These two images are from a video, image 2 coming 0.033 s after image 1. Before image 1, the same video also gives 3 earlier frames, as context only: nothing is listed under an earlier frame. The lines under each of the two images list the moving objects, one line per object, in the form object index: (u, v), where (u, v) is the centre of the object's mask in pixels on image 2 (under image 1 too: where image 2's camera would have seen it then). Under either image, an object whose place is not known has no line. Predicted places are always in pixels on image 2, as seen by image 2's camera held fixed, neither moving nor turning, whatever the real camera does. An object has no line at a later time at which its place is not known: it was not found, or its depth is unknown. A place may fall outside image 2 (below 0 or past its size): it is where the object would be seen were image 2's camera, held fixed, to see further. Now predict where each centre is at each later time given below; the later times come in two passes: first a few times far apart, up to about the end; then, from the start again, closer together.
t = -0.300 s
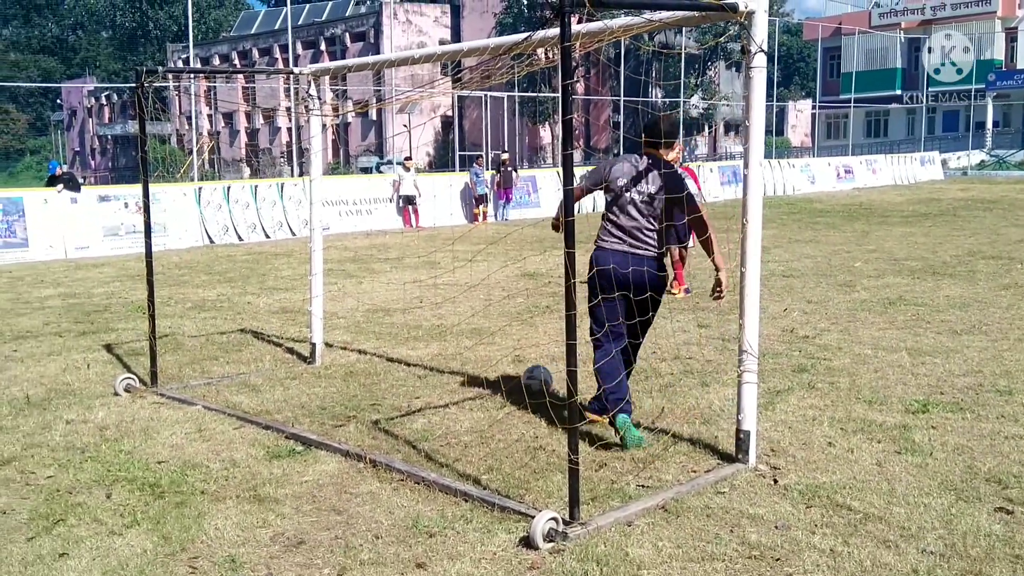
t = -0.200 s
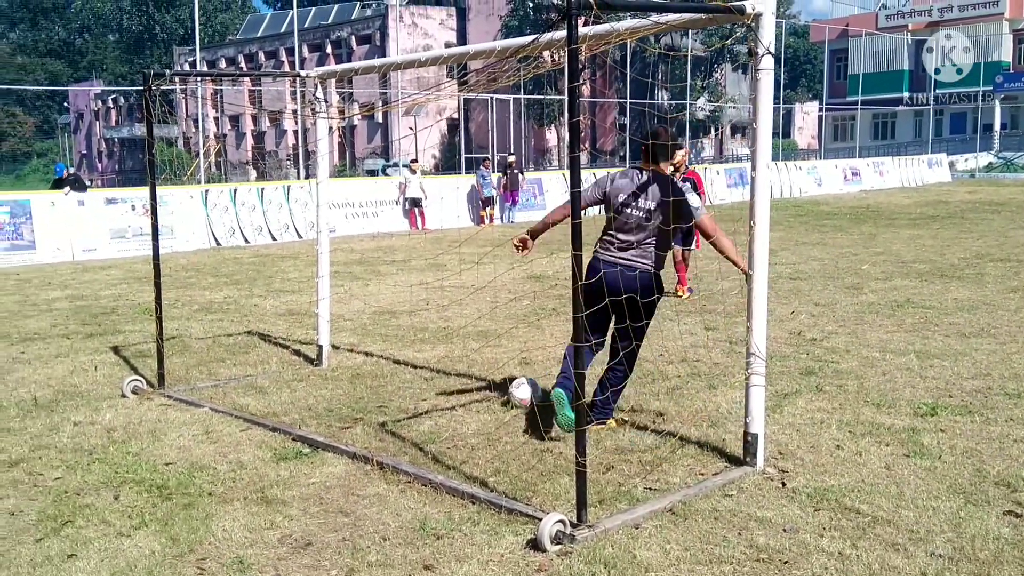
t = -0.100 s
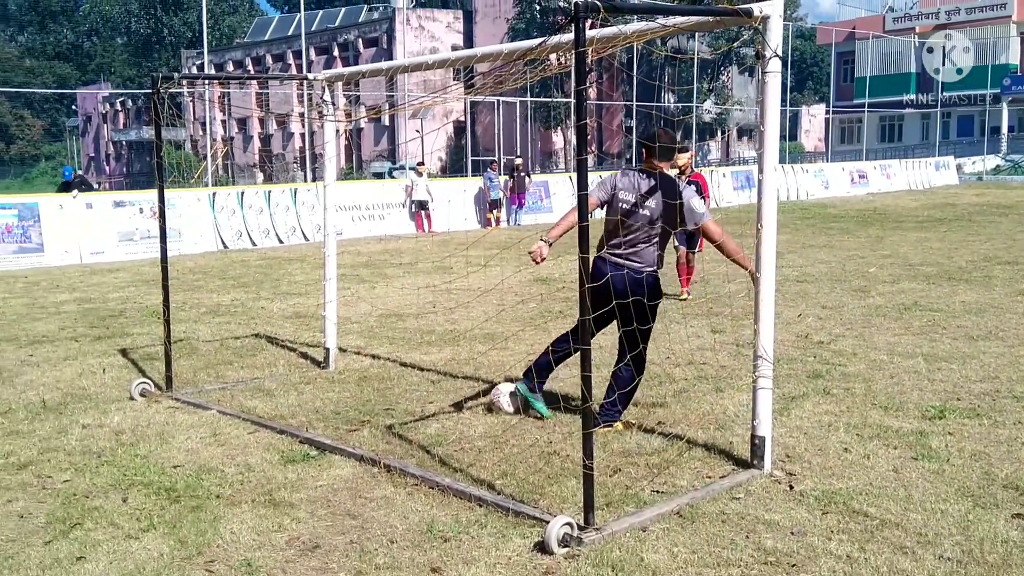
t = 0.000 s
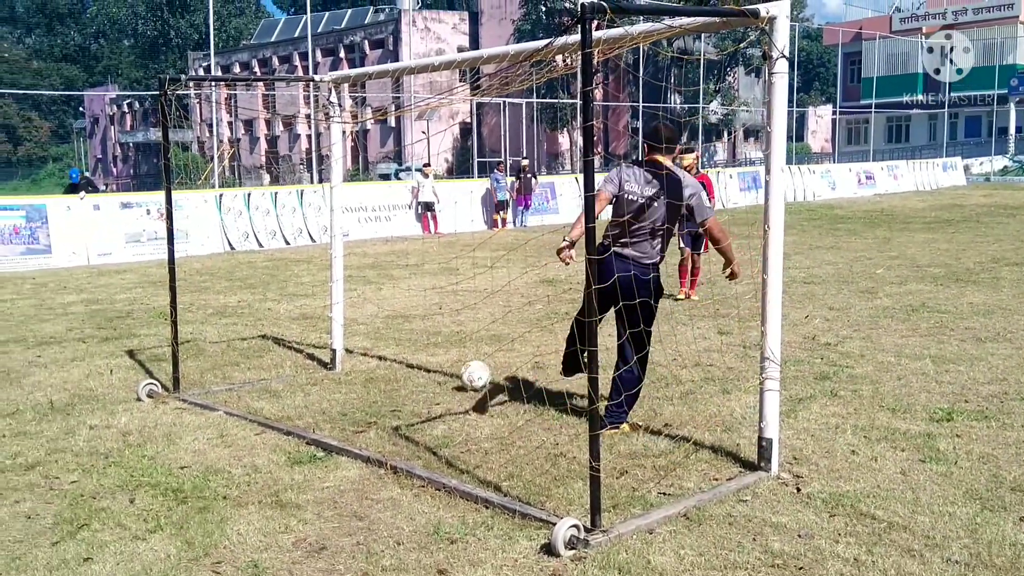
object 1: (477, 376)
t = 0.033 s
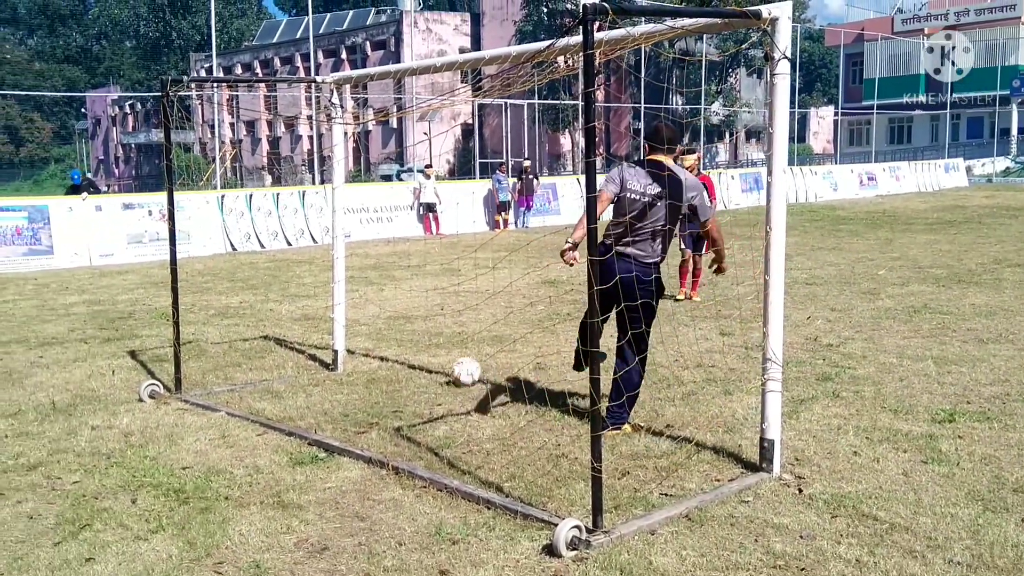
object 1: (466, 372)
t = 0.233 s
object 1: (414, 346)
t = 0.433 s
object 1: (382, 328)
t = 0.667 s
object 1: (353, 315)
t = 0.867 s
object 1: (327, 309)
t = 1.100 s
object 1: (309, 299)
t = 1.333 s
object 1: (295, 291)
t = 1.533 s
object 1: (284, 286)
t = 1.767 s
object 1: (274, 281)
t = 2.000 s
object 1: (265, 277)
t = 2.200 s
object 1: (260, 274)
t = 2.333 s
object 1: (257, 272)
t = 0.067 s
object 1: (455, 368)
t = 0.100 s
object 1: (446, 362)
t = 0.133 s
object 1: (437, 357)
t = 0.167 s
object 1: (429, 352)
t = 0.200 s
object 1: (421, 348)
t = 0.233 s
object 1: (414, 346)
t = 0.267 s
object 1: (408, 343)
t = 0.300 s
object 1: (402, 338)
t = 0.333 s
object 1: (396, 334)
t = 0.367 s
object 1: (392, 331)
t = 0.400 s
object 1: (386, 329)
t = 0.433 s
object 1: (382, 328)
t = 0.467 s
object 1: (377, 328)
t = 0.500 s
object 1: (373, 326)
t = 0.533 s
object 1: (368, 323)
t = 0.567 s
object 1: (364, 322)
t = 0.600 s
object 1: (360, 321)
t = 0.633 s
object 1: (356, 318)
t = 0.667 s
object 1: (353, 315)
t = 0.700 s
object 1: (351, 313)
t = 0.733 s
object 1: (349, 312)
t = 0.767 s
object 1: (348, 311)
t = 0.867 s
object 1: (327, 309)
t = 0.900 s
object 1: (325, 308)
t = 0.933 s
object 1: (324, 306)
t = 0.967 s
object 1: (322, 305)
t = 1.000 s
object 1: (317, 303)
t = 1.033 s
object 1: (315, 302)
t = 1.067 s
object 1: (312, 301)
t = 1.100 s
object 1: (309, 299)
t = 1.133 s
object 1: (307, 297)
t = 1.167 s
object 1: (305, 296)
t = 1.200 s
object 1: (303, 295)
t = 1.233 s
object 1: (300, 296)
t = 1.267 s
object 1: (299, 295)
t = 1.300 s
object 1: (297, 293)
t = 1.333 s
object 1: (295, 291)
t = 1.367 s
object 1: (293, 290)
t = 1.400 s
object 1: (291, 289)
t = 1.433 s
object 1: (290, 289)
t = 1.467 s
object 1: (288, 288)
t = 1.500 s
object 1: (286, 288)
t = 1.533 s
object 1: (284, 286)
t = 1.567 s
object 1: (283, 285)
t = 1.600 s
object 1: (282, 284)
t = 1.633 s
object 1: (280, 284)
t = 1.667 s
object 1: (279, 283)
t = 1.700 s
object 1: (277, 282)
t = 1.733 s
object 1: (276, 281)
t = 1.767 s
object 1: (274, 281)
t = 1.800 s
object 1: (273, 281)
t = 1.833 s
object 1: (271, 280)
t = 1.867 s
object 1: (269, 279)
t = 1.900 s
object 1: (269, 279)
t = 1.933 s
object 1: (267, 278)
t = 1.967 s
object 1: (266, 277)
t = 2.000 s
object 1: (265, 277)
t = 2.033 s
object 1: (264, 276)
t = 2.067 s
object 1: (263, 276)
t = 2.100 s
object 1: (262, 275)
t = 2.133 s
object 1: (262, 274)
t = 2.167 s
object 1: (261, 274)
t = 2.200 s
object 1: (260, 274)
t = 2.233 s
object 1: (258, 274)
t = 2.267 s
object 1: (258, 273)
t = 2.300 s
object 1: (257, 272)
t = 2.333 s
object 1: (257, 272)
